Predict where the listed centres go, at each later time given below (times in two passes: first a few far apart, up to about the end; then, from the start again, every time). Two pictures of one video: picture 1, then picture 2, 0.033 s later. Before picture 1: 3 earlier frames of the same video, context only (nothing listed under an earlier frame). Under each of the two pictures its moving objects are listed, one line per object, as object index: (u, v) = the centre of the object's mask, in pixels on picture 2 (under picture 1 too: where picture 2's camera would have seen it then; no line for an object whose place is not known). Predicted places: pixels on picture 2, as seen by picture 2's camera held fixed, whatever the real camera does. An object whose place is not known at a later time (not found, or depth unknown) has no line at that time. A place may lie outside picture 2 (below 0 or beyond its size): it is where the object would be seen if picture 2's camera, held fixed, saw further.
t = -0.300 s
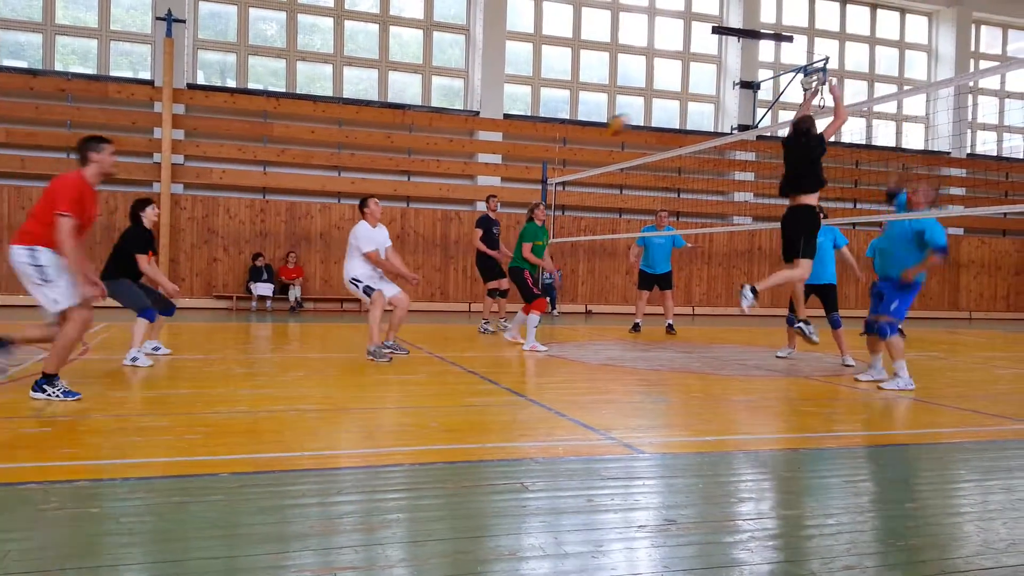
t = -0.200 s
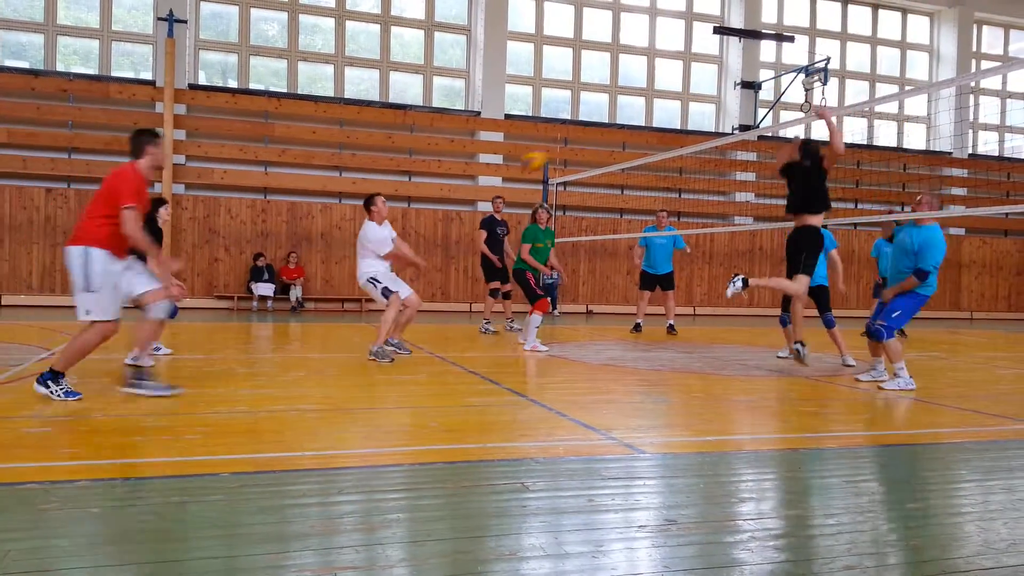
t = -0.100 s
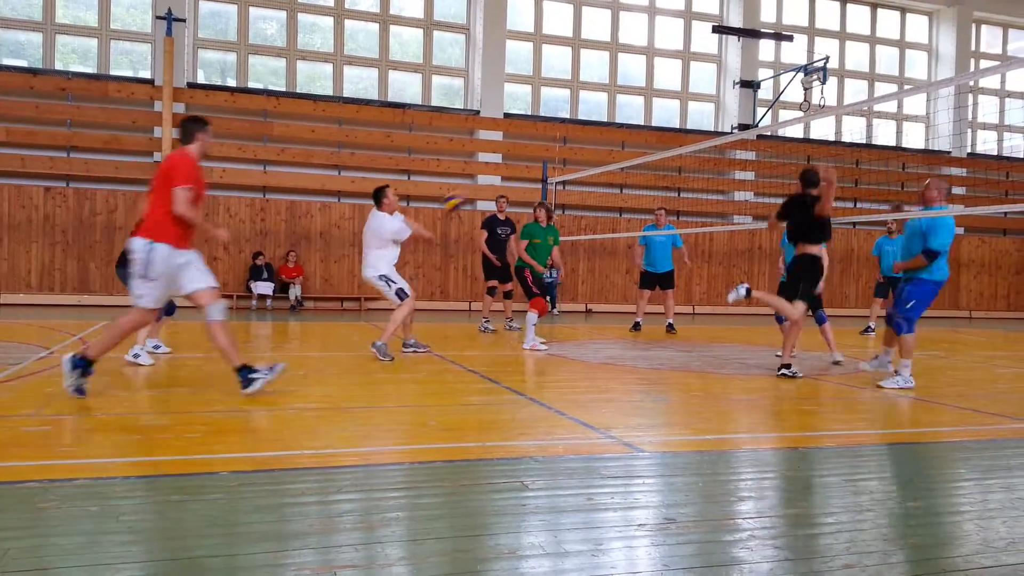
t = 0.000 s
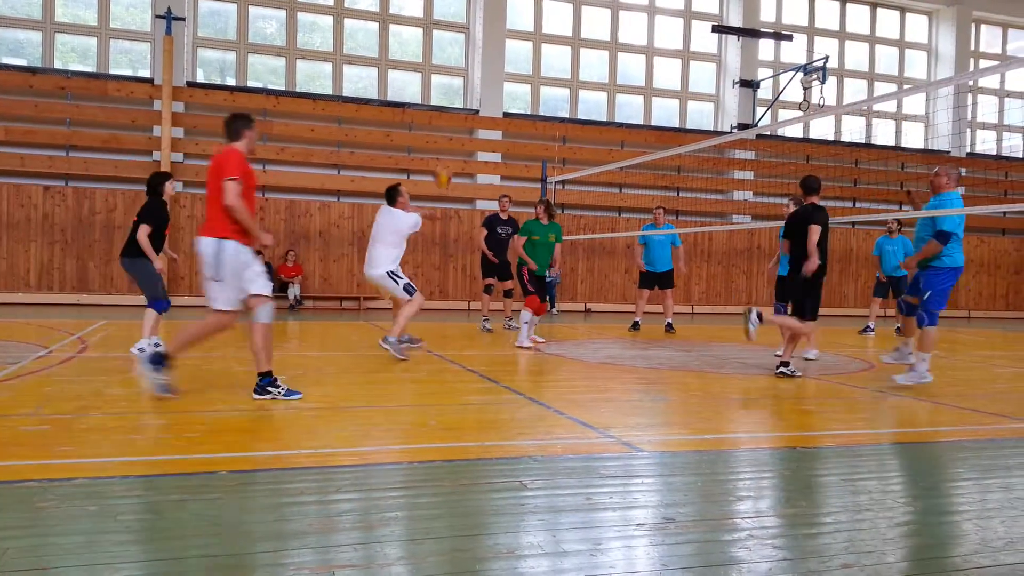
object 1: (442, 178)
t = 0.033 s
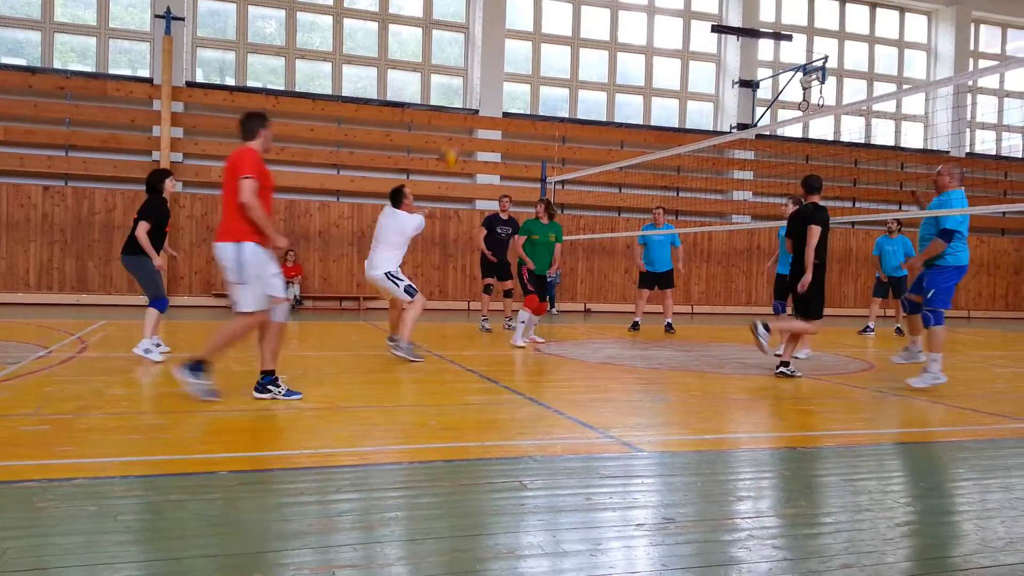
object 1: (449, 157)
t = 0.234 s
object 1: (486, 66)
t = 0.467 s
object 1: (526, 10)
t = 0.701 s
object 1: (564, 5)
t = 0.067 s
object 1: (456, 139)
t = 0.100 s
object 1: (463, 123)
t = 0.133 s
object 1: (468, 108)
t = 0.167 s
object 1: (474, 92)
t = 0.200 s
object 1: (481, 78)
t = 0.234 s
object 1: (486, 66)
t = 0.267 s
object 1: (492, 55)
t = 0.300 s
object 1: (498, 45)
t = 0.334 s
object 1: (503, 36)
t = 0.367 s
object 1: (509, 28)
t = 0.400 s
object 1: (515, 21)
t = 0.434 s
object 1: (520, 15)
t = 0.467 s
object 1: (526, 10)
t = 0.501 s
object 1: (531, 6)
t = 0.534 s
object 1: (537, 4)
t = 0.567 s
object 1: (542, 2)
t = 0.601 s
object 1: (547, 2)
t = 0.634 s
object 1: (552, 2)
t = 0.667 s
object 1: (558, 3)
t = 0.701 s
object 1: (564, 5)
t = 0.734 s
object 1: (568, 9)
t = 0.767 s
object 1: (572, 14)
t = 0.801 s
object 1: (578, 19)
